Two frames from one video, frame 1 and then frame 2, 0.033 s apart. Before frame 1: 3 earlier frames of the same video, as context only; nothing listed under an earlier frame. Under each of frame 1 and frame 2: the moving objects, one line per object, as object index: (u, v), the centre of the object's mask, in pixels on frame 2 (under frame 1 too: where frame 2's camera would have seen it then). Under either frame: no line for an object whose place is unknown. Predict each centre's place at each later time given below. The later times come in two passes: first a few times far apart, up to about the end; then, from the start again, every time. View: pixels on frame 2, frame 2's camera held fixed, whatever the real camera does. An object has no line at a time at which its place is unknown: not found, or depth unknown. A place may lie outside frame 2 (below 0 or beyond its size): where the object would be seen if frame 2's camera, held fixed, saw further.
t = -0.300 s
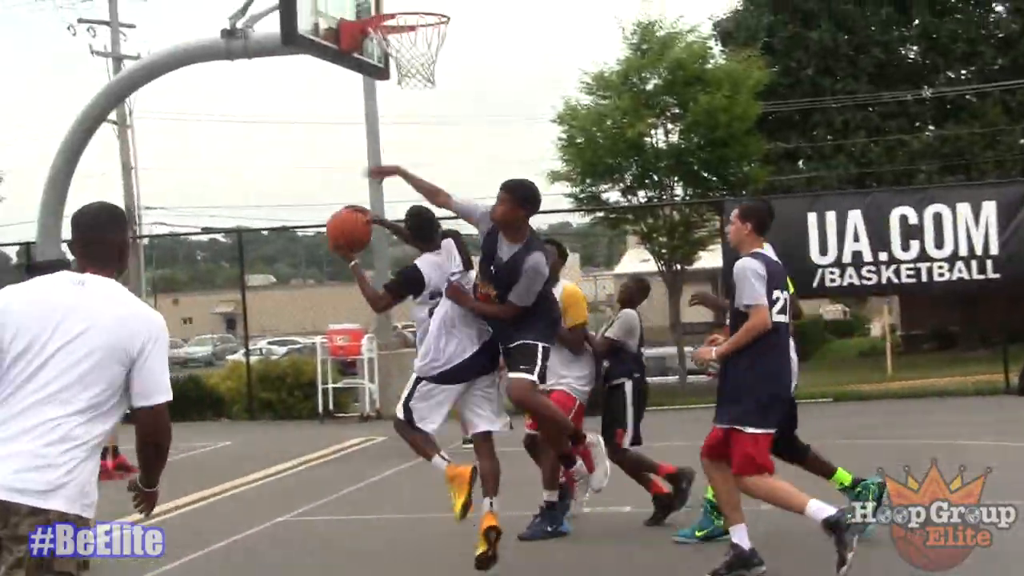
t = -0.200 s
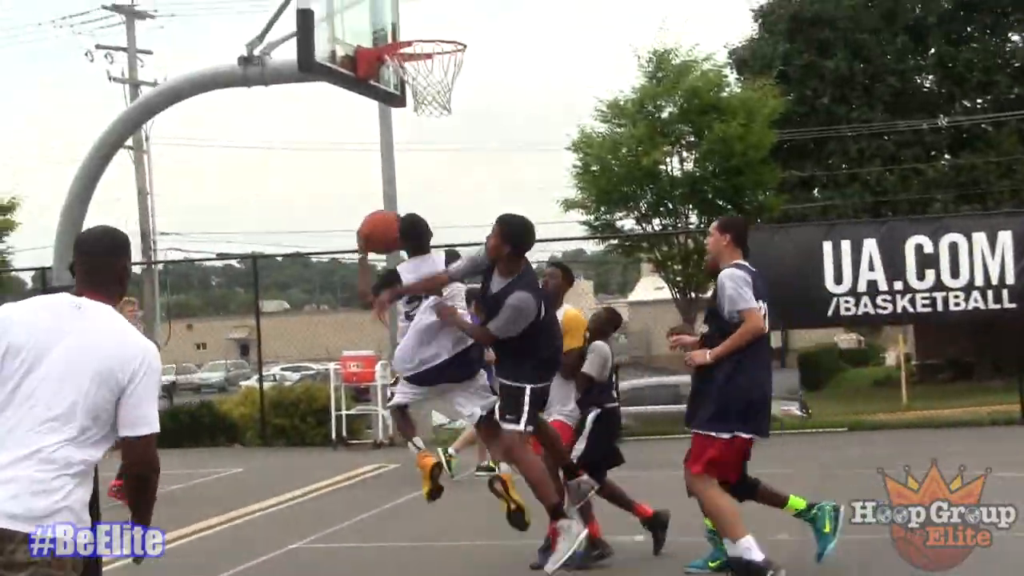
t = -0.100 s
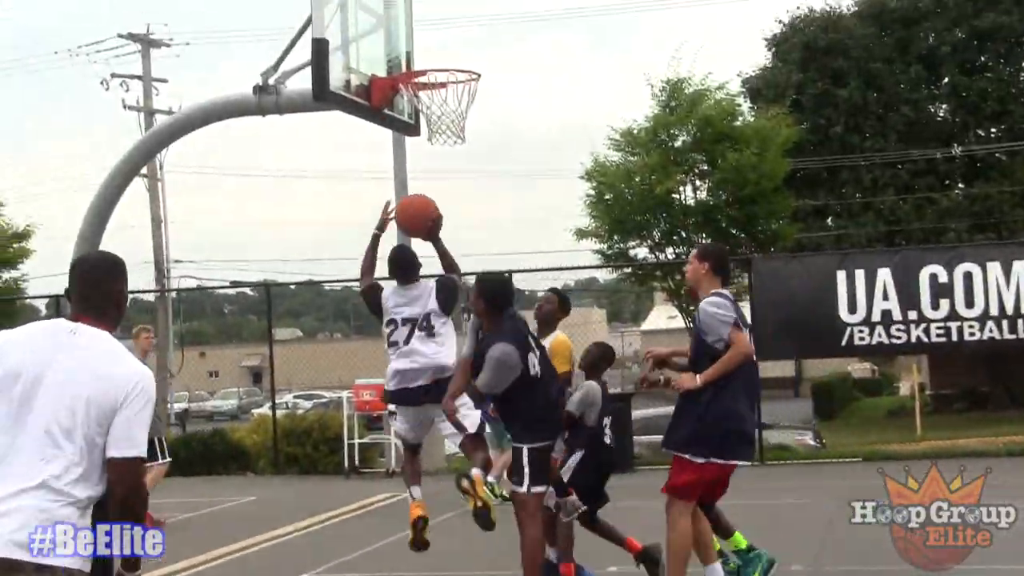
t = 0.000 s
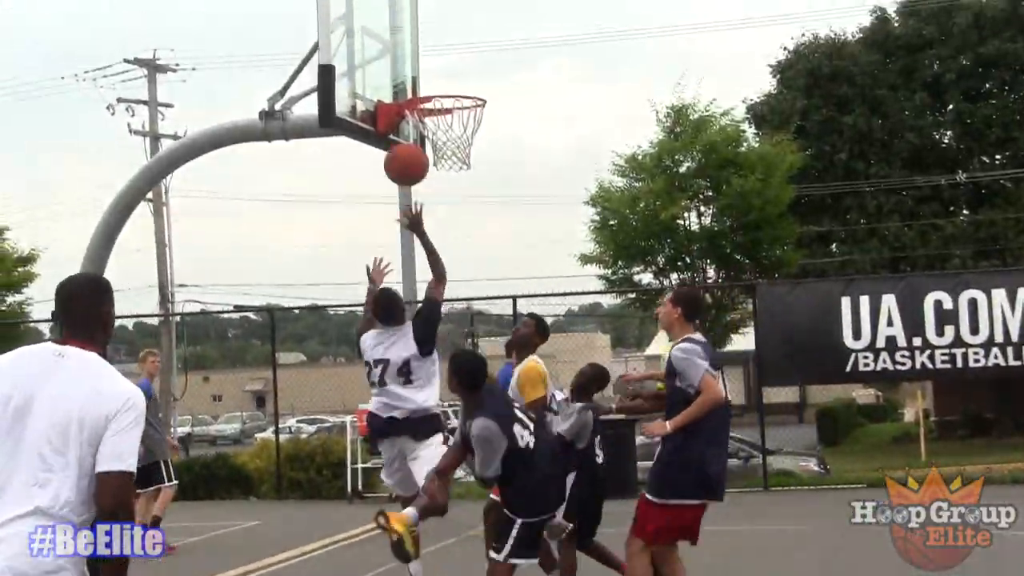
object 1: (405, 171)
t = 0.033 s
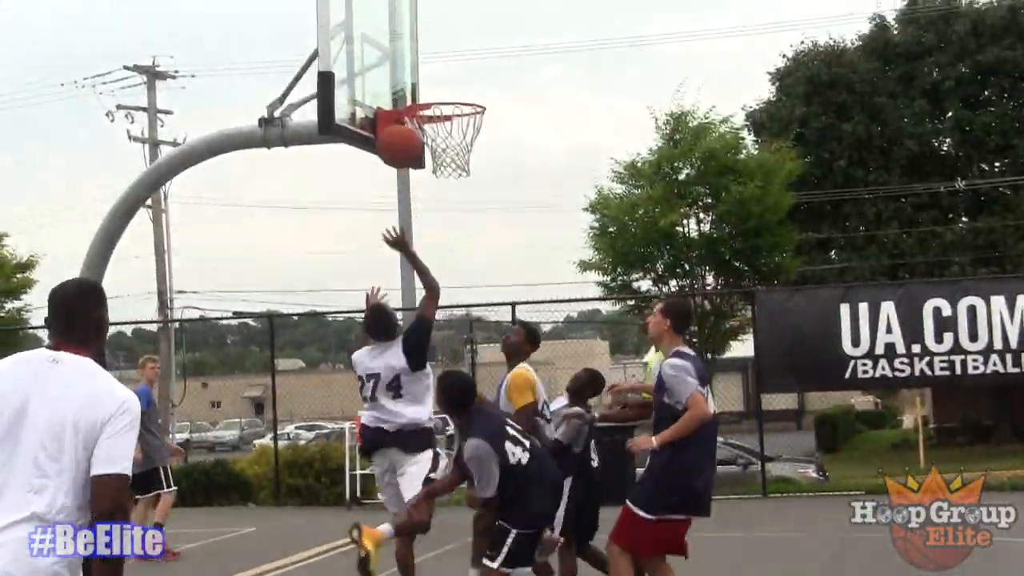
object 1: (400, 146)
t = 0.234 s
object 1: (398, 66)
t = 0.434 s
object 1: (440, 81)
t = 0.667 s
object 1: (452, 103)
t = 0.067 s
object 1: (391, 125)
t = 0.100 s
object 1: (385, 104)
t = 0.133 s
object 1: (378, 86)
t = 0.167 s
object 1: (384, 77)
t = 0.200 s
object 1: (391, 70)
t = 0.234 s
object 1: (398, 66)
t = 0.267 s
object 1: (405, 64)
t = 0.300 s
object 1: (412, 64)
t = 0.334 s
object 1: (419, 65)
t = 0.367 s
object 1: (426, 68)
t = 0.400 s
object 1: (433, 74)
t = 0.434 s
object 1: (440, 81)
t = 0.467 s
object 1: (442, 81)
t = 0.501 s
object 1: (444, 80)
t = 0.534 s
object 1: (445, 81)
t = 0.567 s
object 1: (447, 83)
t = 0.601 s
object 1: (449, 88)
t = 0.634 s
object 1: (451, 94)
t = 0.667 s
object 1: (452, 103)
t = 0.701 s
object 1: (455, 113)
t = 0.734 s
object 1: (457, 126)
